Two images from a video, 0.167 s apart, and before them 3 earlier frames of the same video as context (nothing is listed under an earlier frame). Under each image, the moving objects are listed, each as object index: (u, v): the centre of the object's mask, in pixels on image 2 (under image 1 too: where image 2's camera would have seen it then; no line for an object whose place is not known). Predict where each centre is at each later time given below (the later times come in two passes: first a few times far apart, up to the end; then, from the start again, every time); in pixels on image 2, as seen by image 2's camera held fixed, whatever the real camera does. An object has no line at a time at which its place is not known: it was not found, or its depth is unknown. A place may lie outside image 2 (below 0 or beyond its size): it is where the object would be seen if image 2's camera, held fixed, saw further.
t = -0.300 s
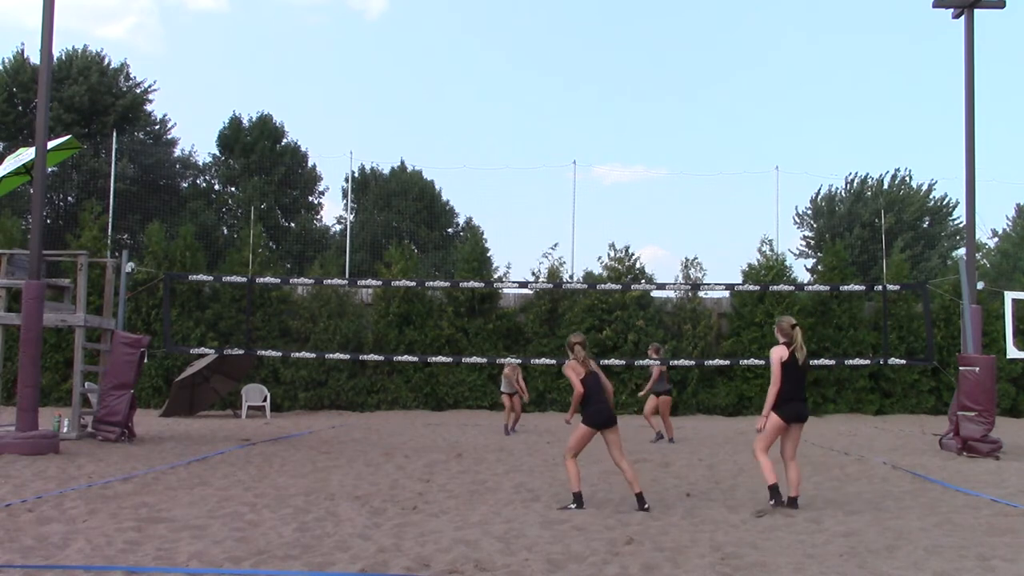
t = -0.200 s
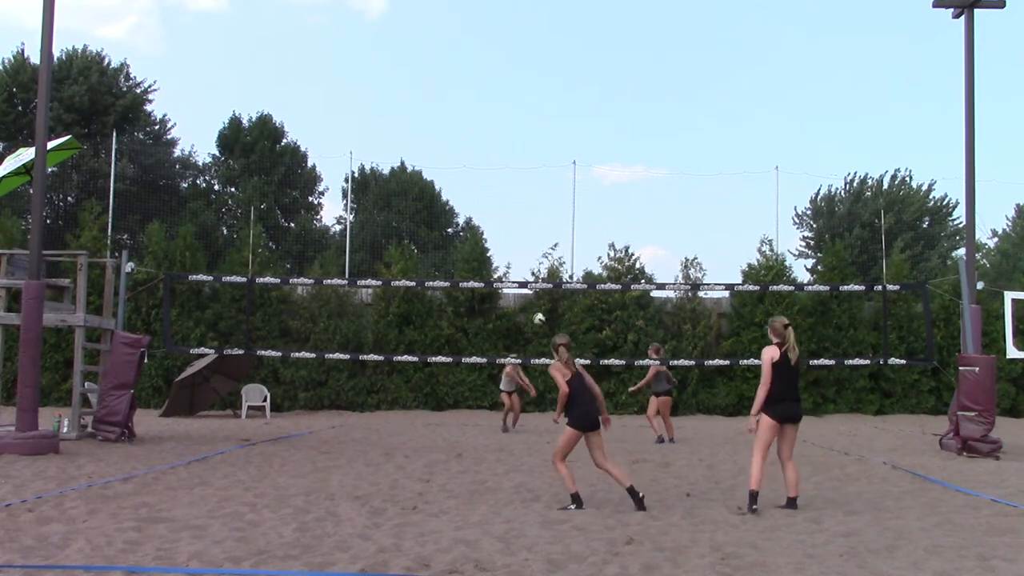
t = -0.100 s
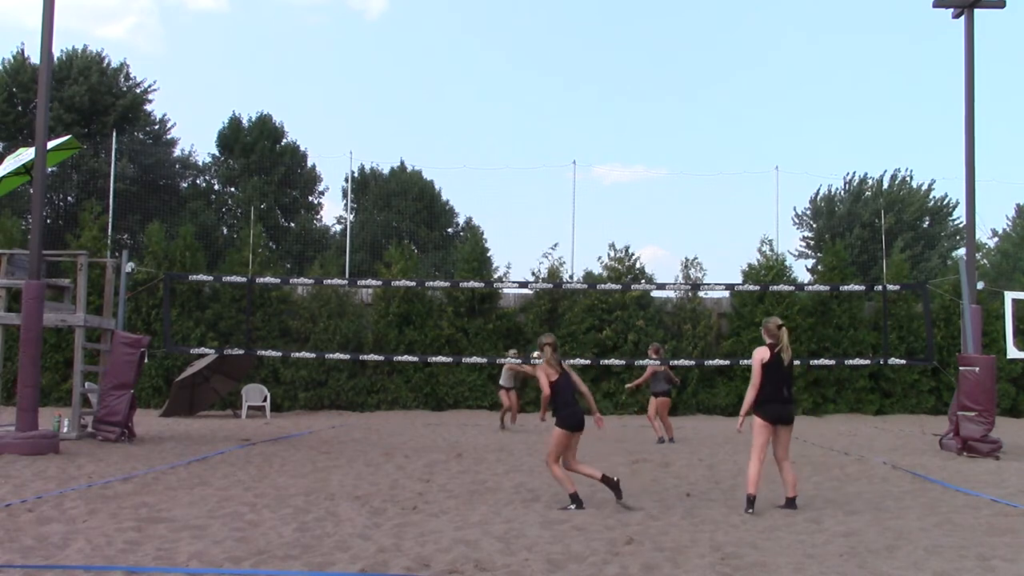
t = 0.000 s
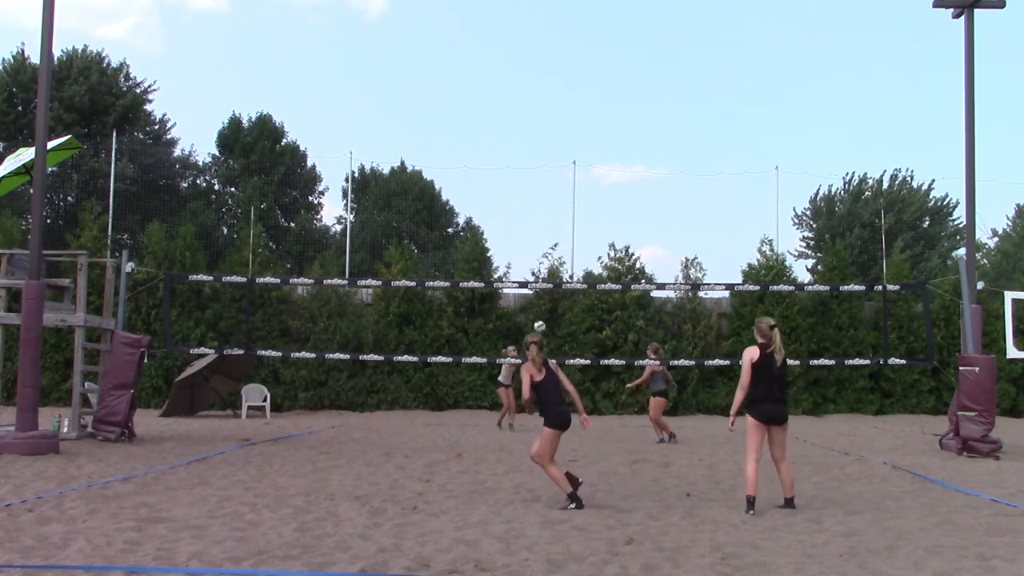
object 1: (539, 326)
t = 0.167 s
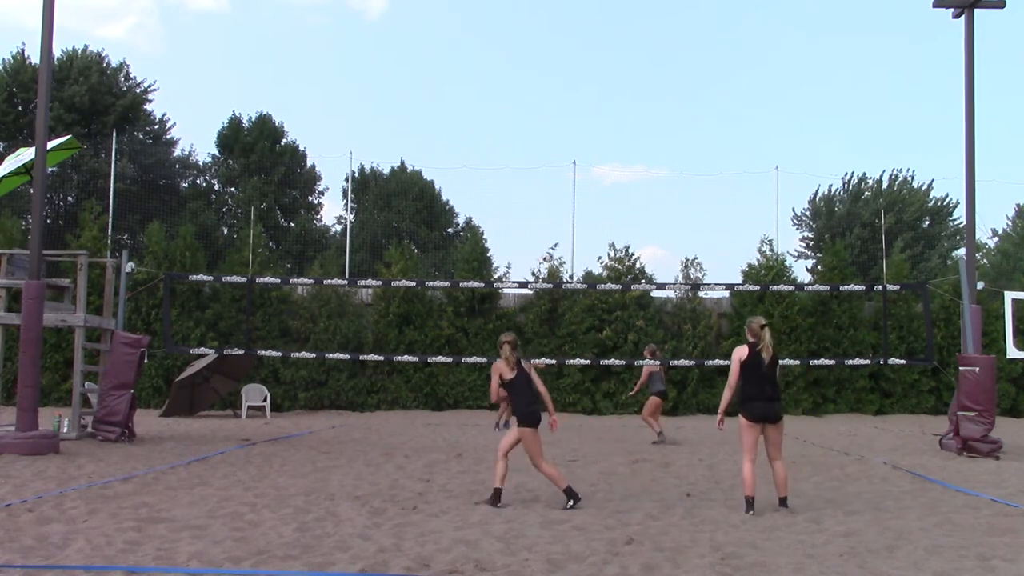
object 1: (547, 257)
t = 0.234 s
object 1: (551, 234)
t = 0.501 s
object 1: (564, 162)
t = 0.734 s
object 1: (575, 130)
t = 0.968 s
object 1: (586, 127)
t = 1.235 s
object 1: (600, 162)
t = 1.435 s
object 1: (611, 217)
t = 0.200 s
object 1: (550, 246)
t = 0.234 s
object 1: (551, 234)
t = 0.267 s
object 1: (553, 223)
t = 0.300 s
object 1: (554, 212)
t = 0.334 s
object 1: (556, 203)
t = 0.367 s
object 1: (557, 193)
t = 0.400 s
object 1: (559, 184)
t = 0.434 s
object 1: (560, 176)
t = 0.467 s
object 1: (562, 169)
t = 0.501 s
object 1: (564, 162)
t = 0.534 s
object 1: (565, 156)
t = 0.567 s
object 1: (567, 150)
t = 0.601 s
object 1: (569, 145)
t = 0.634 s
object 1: (570, 140)
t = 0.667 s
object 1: (572, 136)
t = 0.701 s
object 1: (573, 132)
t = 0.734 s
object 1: (575, 130)
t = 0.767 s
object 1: (577, 127)
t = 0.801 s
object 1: (578, 126)
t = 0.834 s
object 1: (580, 125)
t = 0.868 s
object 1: (582, 125)
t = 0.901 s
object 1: (583, 125)
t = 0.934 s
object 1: (585, 126)
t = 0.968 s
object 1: (586, 127)
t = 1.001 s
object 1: (588, 130)
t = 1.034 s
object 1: (589, 132)
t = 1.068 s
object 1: (591, 135)
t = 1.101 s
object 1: (593, 140)
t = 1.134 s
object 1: (595, 144)
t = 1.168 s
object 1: (596, 150)
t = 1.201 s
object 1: (598, 156)
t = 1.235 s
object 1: (600, 162)
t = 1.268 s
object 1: (602, 170)
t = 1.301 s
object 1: (604, 178)
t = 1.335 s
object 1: (606, 187)
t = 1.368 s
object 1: (608, 196)
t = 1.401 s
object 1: (609, 207)
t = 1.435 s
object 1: (611, 217)
